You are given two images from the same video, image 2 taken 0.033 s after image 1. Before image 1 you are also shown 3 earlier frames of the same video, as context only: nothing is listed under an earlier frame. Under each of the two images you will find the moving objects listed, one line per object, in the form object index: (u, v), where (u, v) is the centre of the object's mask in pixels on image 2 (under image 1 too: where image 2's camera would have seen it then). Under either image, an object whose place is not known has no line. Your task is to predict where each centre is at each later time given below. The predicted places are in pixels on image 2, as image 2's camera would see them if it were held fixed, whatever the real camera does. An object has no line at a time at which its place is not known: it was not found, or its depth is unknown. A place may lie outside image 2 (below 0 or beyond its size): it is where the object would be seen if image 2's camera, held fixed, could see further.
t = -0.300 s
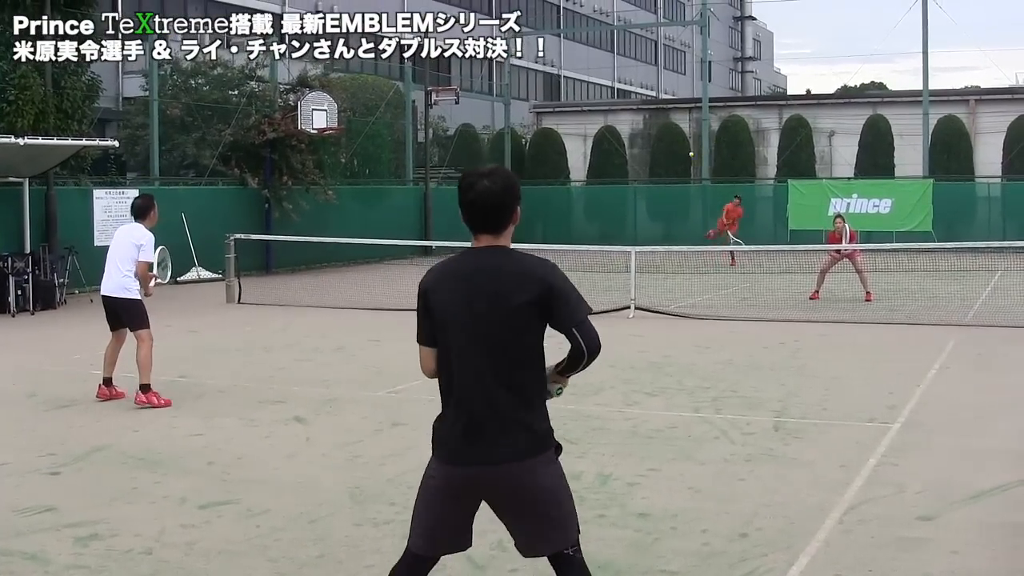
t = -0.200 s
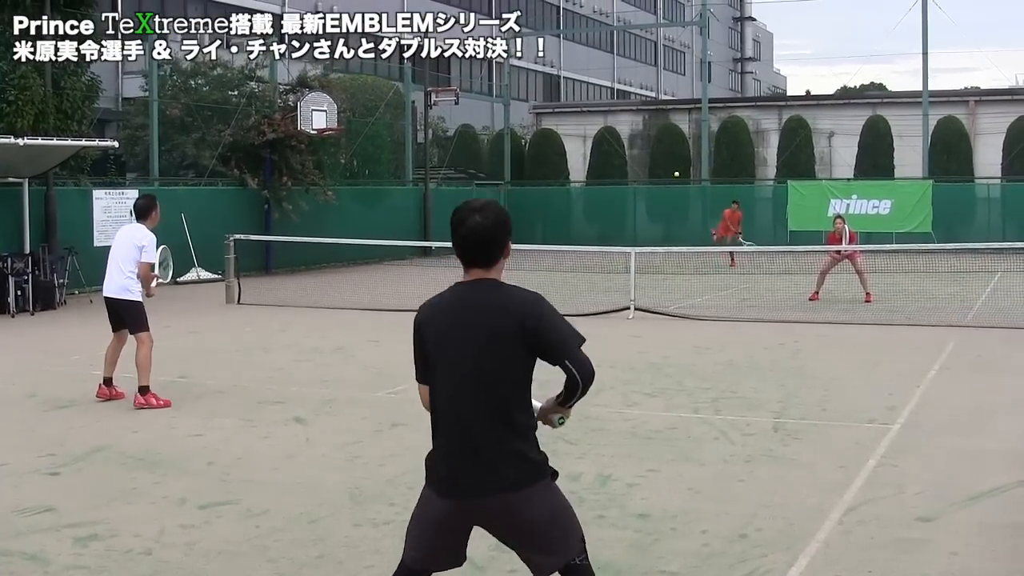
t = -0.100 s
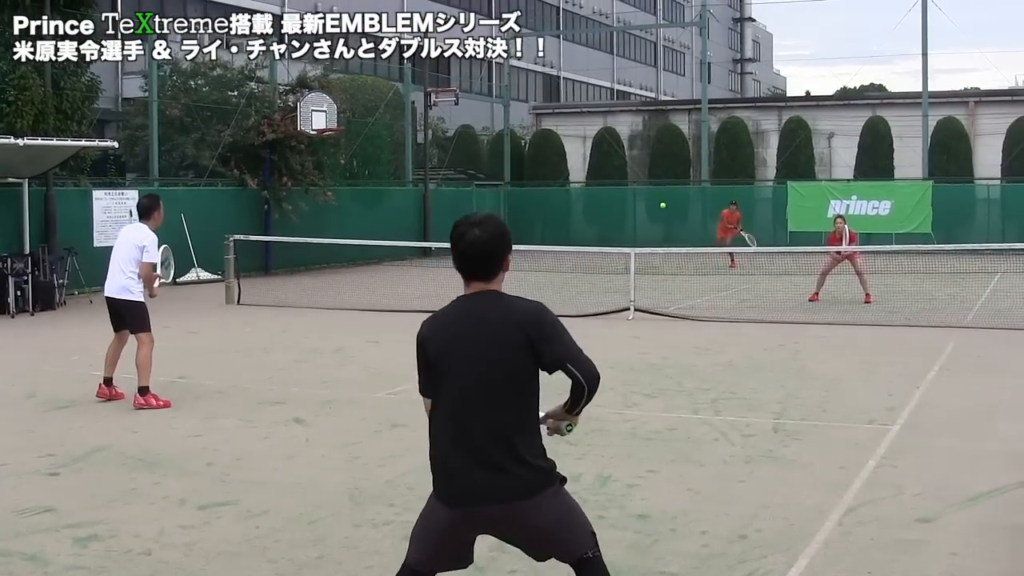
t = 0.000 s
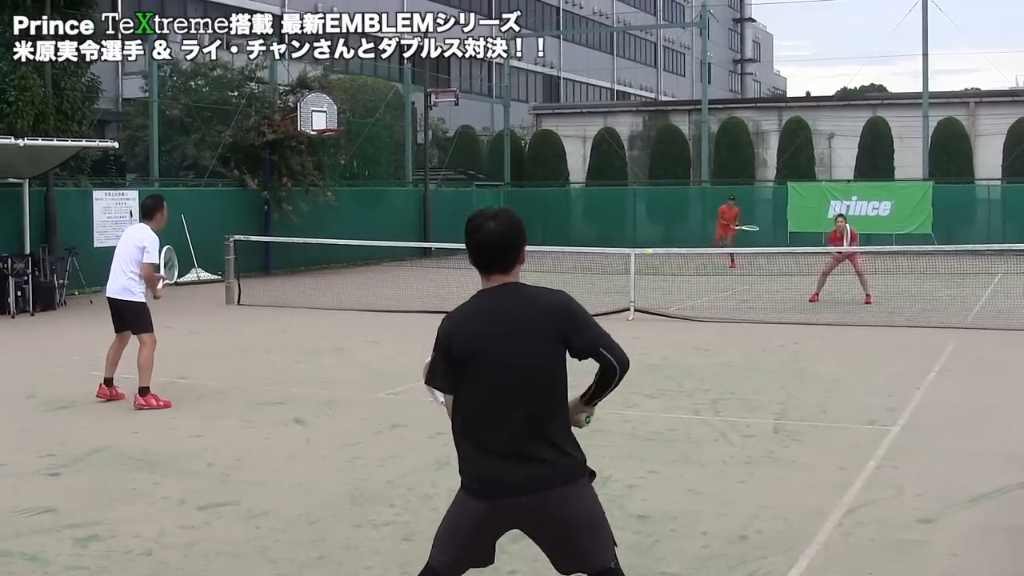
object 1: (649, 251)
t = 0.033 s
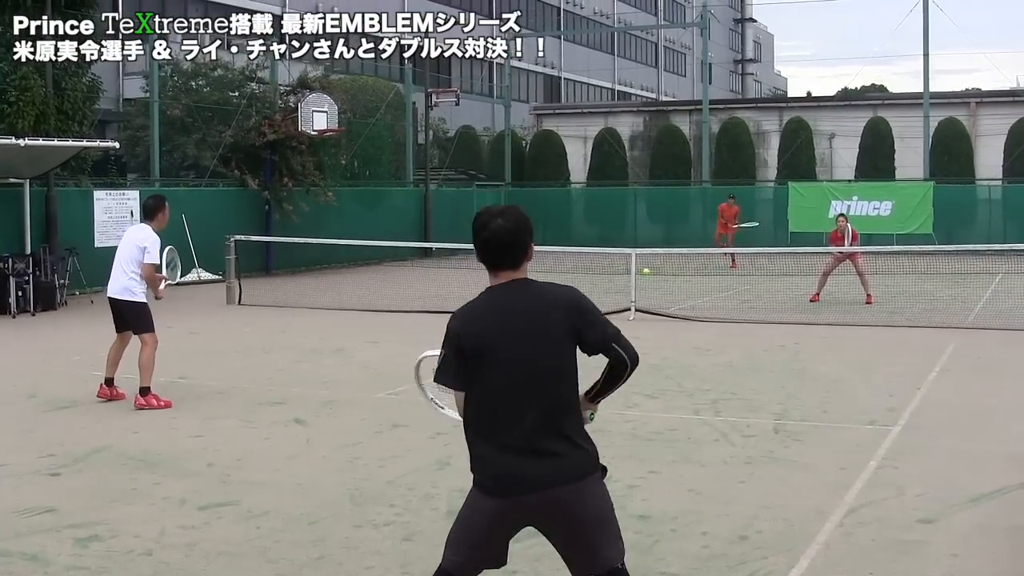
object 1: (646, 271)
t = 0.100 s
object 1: (637, 317)
